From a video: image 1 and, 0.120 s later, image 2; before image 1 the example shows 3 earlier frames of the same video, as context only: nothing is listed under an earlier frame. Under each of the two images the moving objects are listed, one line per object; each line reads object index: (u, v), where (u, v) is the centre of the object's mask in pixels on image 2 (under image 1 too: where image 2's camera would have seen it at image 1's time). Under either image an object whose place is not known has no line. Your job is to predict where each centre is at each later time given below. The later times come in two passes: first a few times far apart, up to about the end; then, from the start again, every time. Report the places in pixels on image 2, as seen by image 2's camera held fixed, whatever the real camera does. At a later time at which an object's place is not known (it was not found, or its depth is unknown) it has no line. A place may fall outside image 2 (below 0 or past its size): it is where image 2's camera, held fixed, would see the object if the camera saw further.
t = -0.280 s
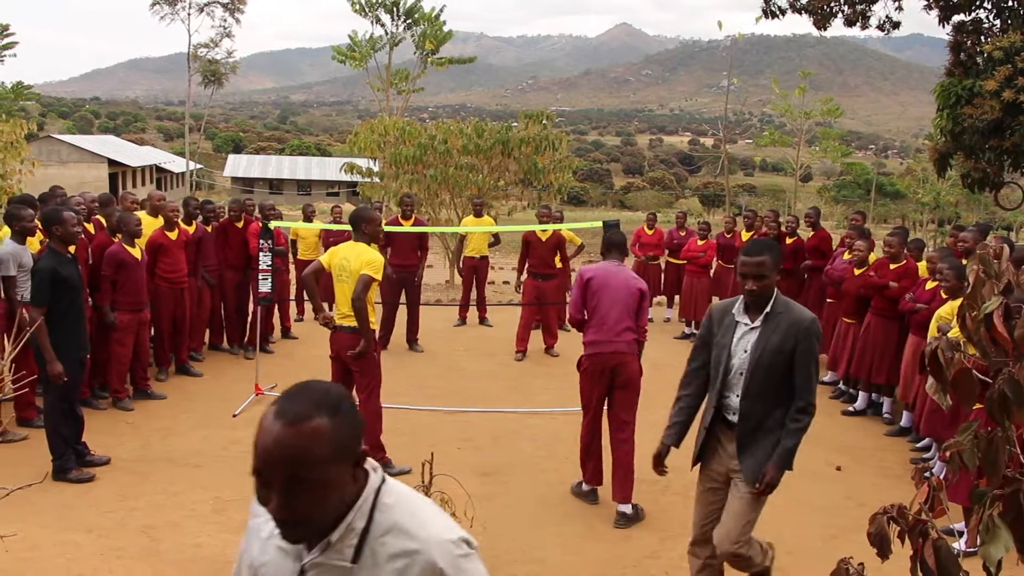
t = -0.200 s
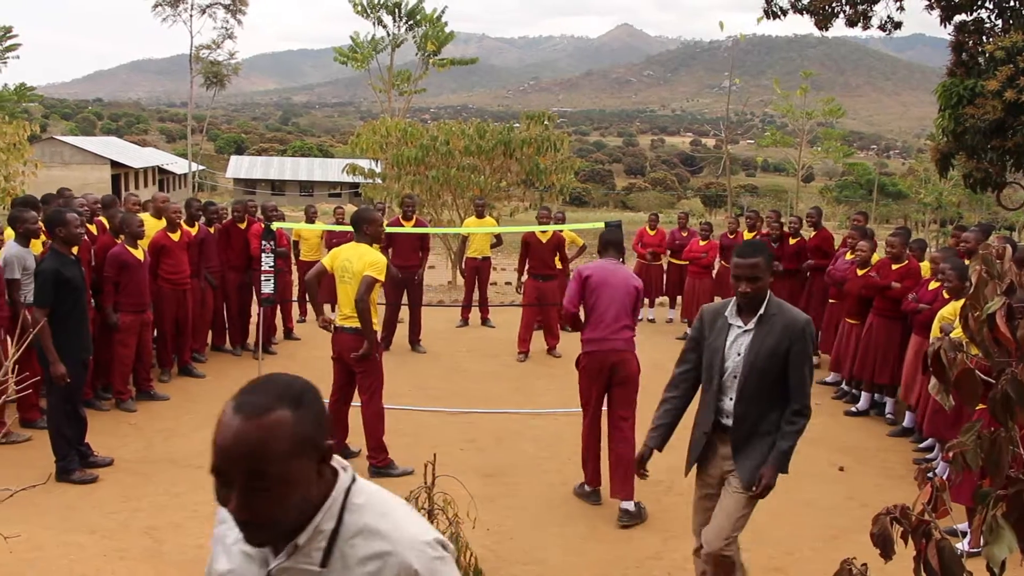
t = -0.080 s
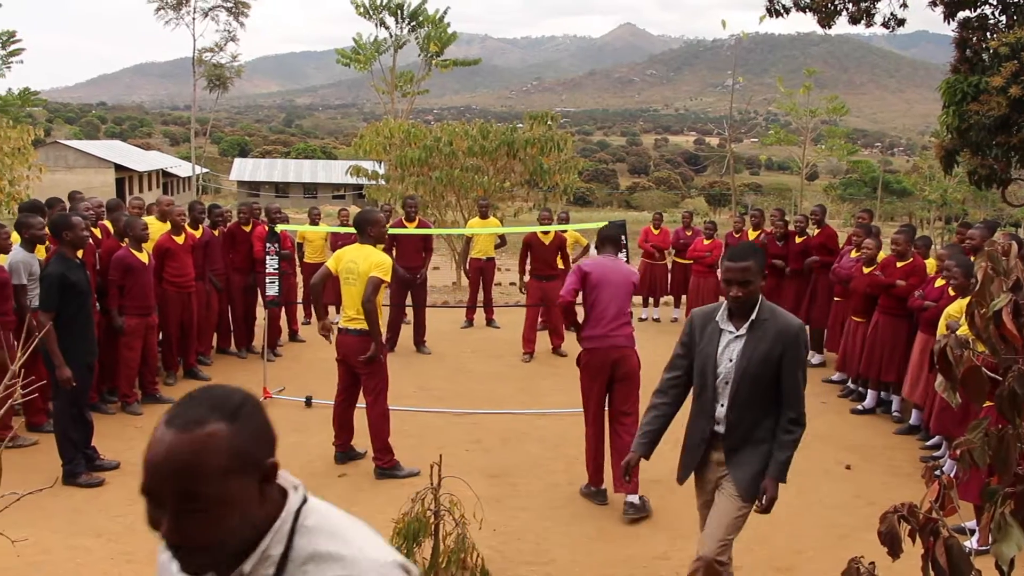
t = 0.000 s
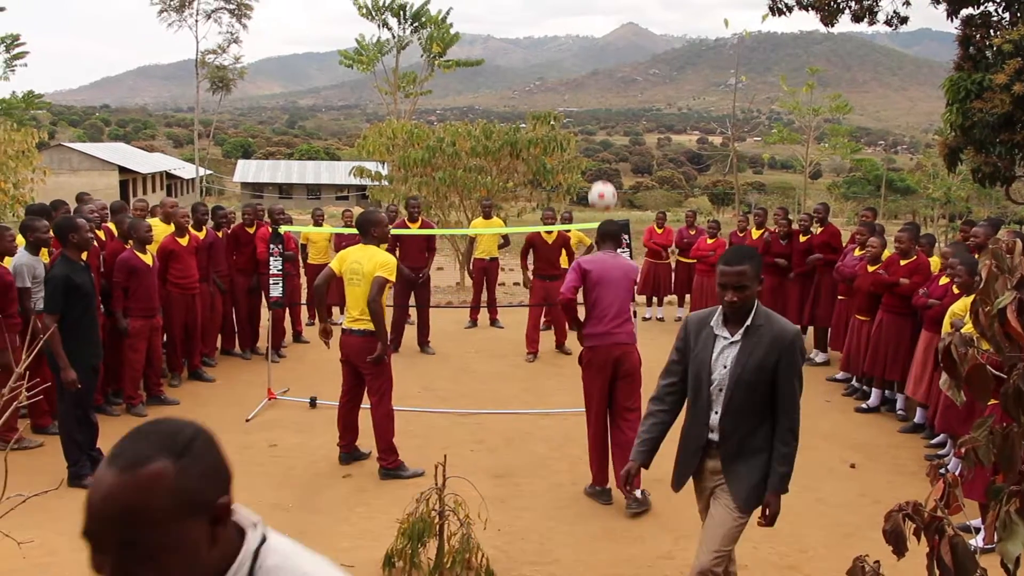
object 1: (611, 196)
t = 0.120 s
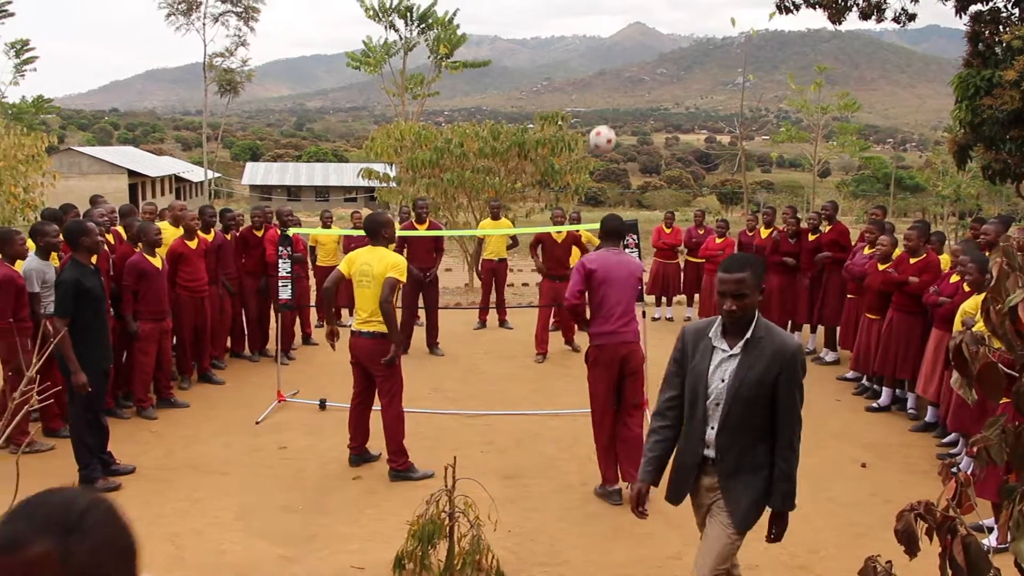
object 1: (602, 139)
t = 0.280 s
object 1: (594, 100)
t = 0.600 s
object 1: (583, 116)
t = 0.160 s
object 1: (600, 125)
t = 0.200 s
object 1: (598, 114)
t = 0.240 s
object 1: (596, 106)
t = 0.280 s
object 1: (594, 100)
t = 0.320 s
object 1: (593, 96)
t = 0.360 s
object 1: (591, 95)
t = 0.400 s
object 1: (590, 94)
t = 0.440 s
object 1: (589, 96)
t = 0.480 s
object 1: (587, 99)
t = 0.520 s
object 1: (586, 102)
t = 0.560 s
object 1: (584, 109)
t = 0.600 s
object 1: (583, 116)
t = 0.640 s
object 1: (582, 124)
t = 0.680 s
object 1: (581, 134)
